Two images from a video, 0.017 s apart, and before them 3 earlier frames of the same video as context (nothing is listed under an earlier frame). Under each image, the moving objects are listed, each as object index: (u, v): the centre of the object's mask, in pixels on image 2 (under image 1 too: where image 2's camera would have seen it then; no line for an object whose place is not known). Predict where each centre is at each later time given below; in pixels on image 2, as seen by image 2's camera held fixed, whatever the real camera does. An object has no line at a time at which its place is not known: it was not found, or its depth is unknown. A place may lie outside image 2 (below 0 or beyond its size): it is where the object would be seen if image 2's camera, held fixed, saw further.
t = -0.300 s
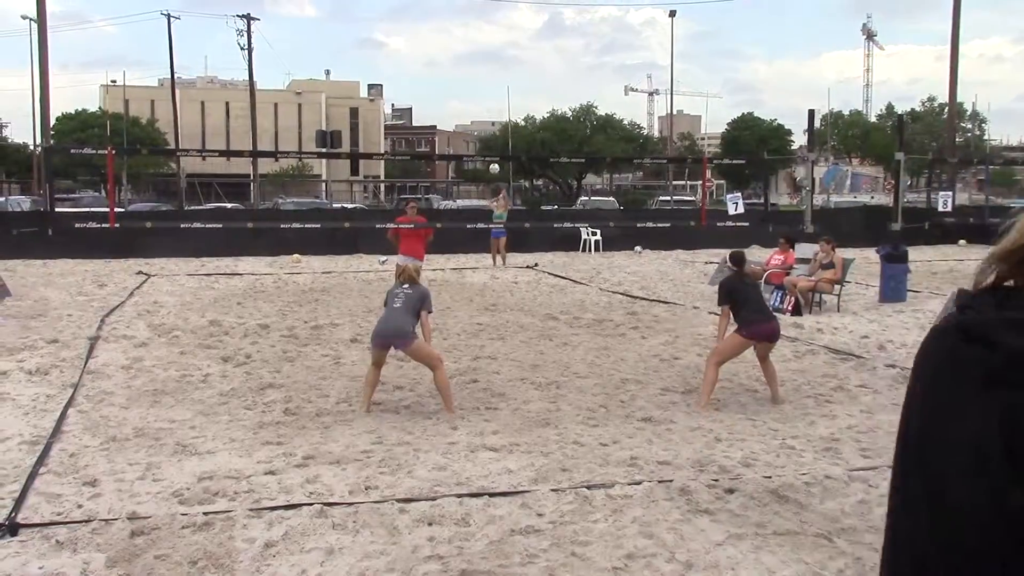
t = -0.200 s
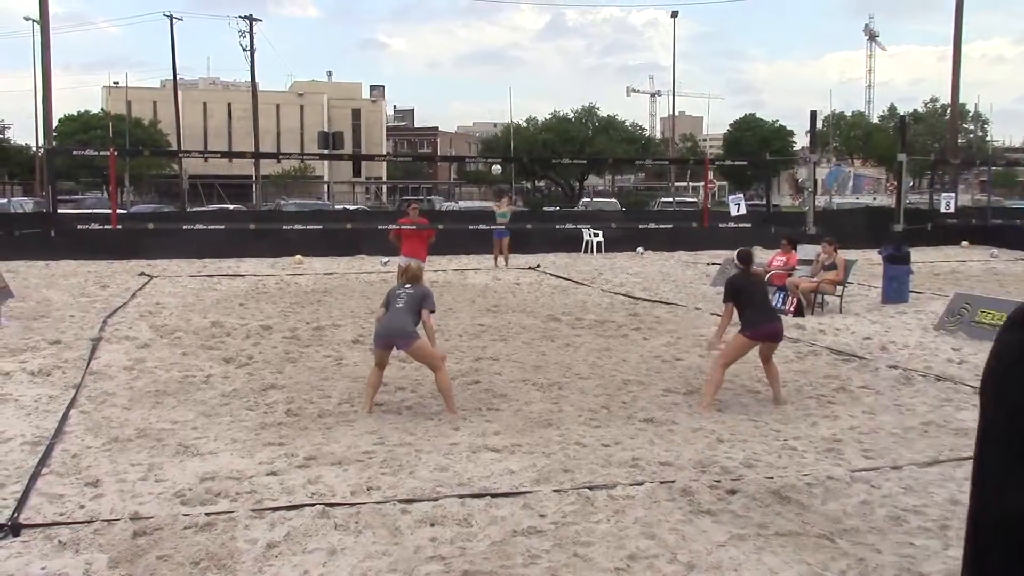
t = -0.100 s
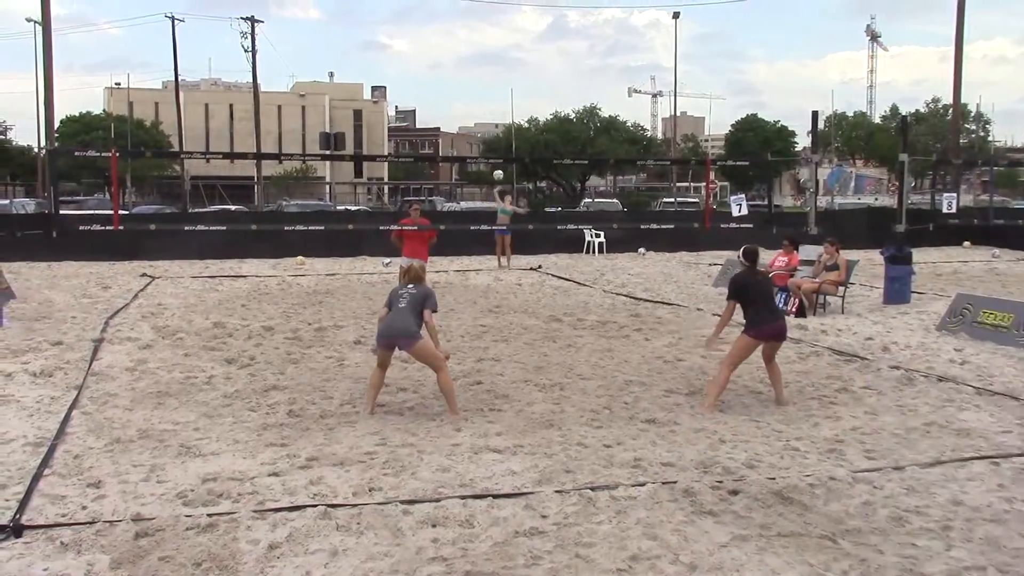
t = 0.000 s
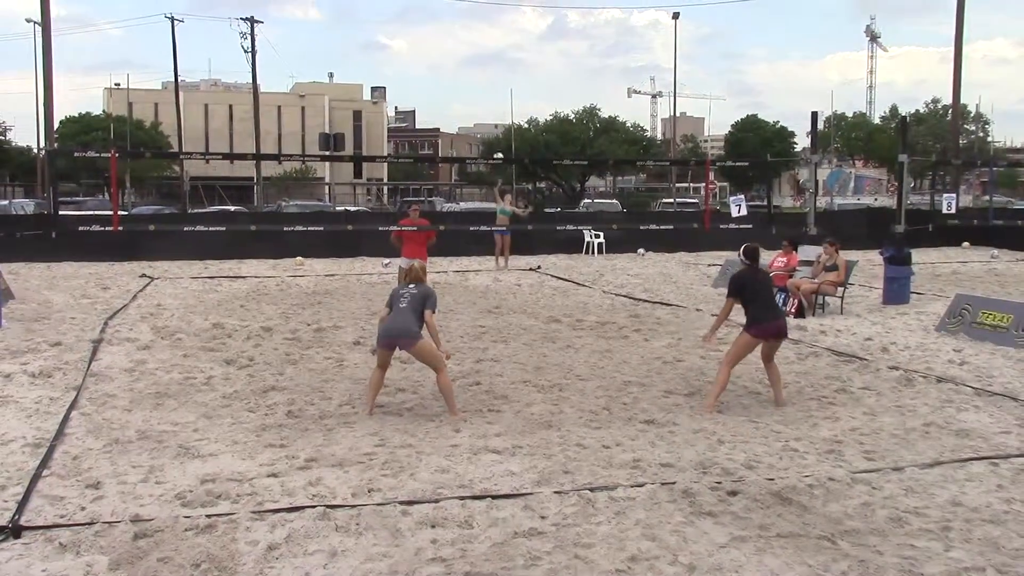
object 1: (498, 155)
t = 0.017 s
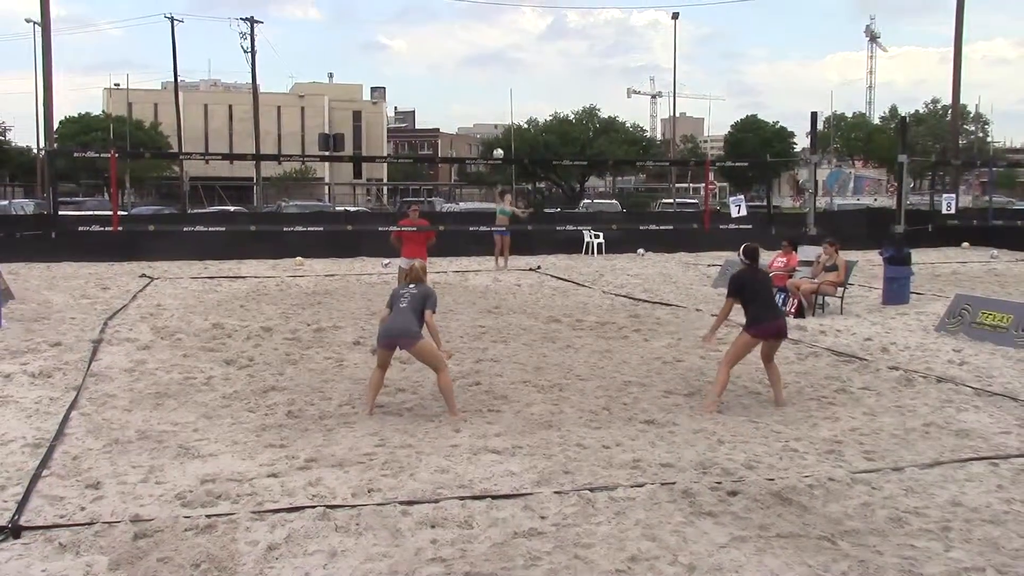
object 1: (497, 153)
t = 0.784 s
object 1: (544, 121)
